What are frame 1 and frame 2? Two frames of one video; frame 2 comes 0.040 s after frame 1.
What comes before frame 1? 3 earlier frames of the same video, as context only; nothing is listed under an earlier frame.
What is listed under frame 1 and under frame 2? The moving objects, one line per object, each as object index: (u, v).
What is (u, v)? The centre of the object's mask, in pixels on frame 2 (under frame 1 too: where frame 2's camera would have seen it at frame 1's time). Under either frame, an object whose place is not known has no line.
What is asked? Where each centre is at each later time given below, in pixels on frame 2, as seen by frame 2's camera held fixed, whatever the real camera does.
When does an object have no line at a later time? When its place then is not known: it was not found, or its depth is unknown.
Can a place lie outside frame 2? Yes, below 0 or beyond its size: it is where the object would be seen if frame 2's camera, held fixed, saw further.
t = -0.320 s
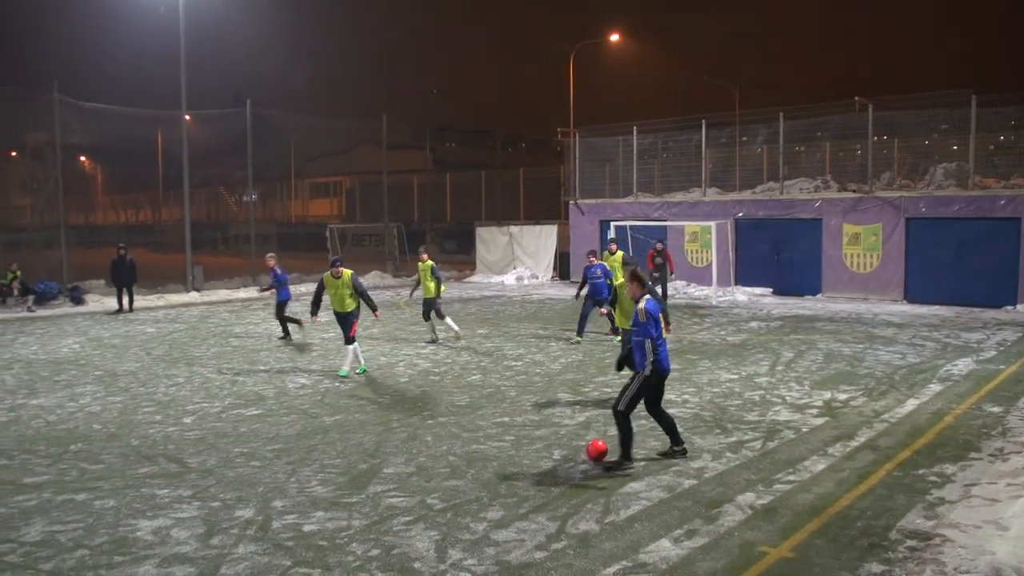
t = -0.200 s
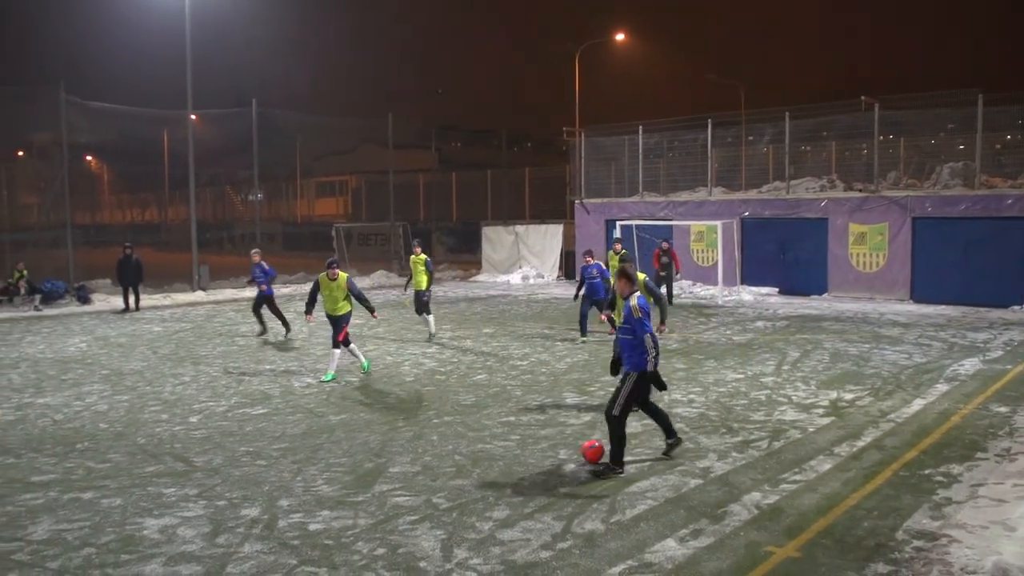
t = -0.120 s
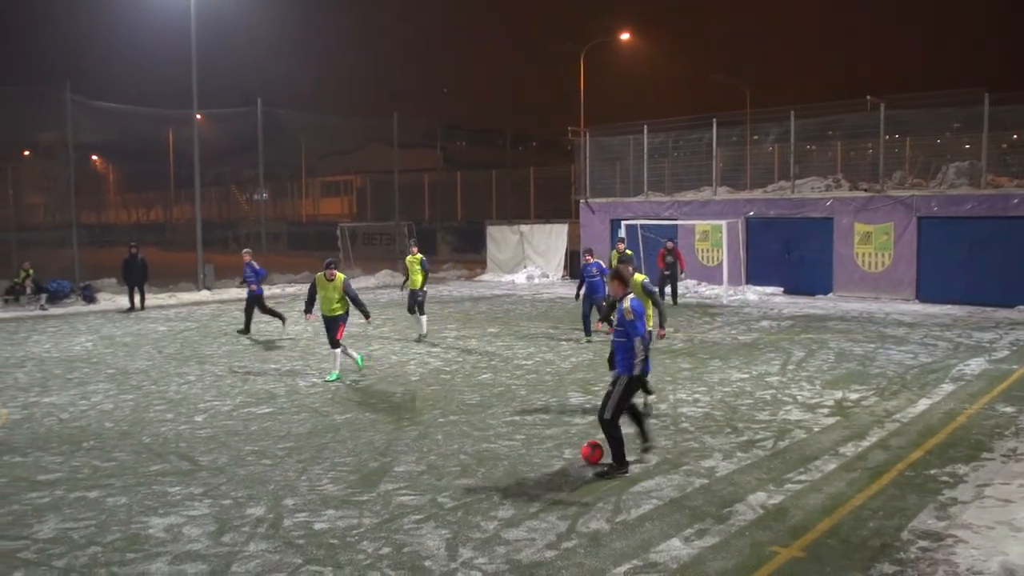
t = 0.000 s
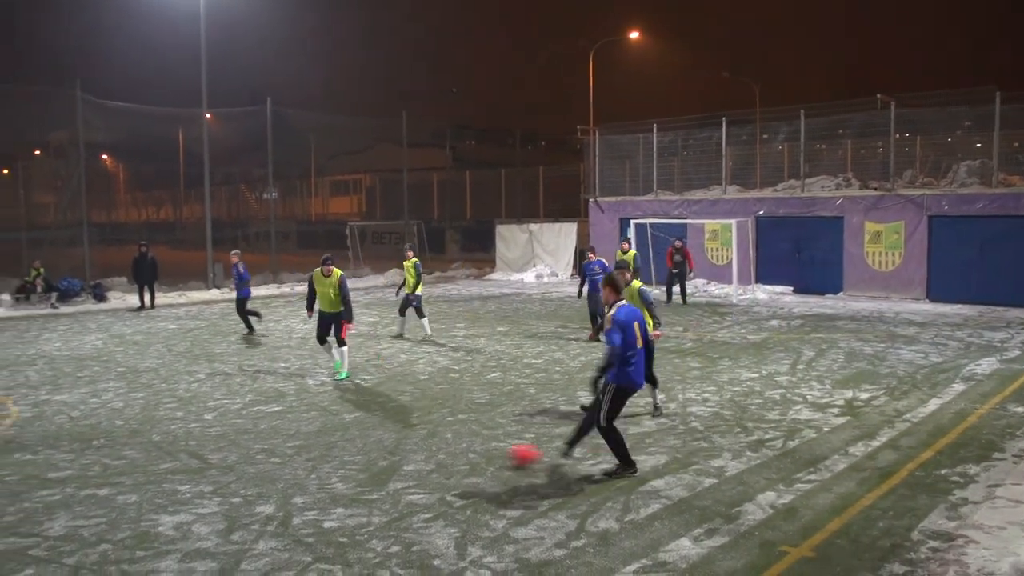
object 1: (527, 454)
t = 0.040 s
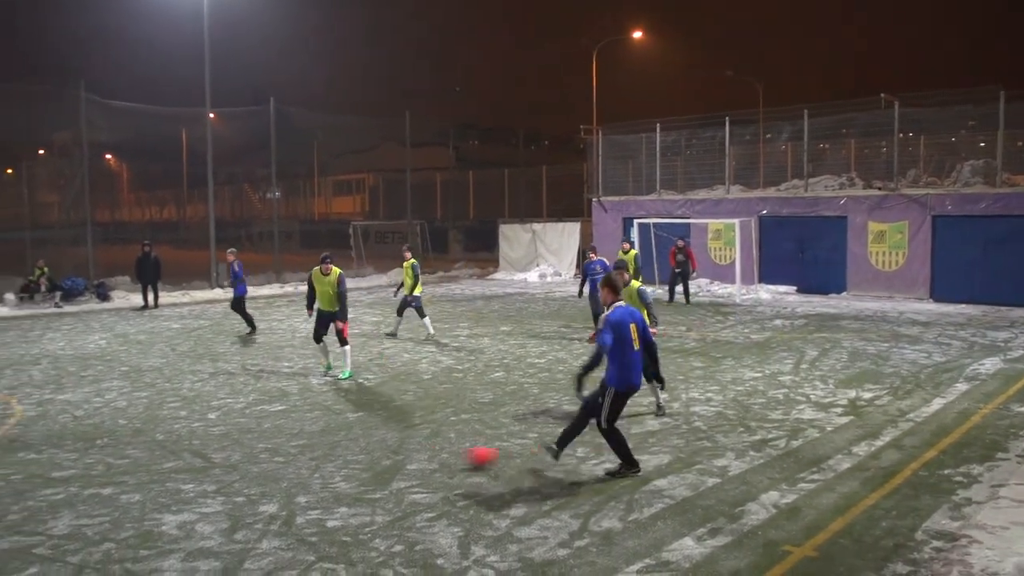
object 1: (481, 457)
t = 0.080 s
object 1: (436, 458)
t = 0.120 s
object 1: (391, 460)
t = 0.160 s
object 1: (350, 460)
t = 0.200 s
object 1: (308, 461)
